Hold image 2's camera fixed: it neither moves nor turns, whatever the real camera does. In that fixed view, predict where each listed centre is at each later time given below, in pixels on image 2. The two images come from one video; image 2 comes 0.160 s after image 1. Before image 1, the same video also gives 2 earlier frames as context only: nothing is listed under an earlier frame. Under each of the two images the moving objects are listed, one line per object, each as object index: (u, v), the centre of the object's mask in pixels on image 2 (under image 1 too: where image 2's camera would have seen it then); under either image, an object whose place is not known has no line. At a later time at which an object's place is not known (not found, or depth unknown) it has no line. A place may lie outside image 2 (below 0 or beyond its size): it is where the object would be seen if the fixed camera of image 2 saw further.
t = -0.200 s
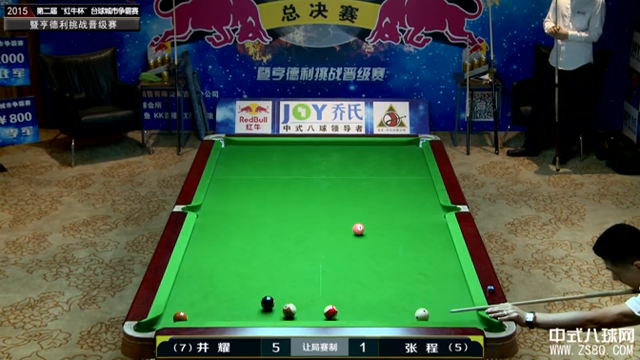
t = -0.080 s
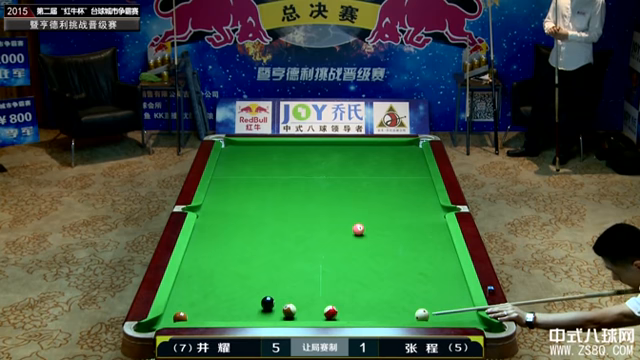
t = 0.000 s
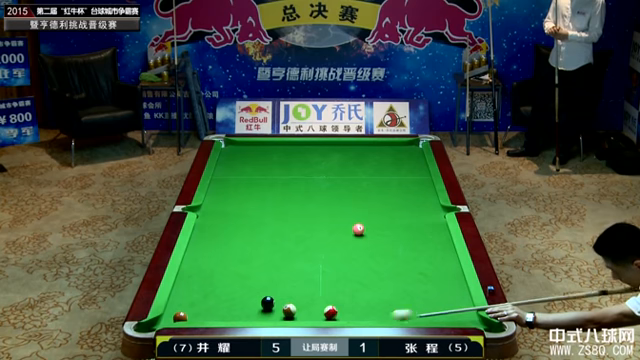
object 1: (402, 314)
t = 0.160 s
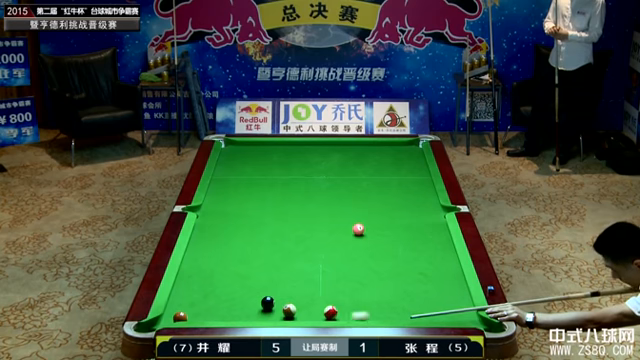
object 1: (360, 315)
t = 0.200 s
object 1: (351, 316)
